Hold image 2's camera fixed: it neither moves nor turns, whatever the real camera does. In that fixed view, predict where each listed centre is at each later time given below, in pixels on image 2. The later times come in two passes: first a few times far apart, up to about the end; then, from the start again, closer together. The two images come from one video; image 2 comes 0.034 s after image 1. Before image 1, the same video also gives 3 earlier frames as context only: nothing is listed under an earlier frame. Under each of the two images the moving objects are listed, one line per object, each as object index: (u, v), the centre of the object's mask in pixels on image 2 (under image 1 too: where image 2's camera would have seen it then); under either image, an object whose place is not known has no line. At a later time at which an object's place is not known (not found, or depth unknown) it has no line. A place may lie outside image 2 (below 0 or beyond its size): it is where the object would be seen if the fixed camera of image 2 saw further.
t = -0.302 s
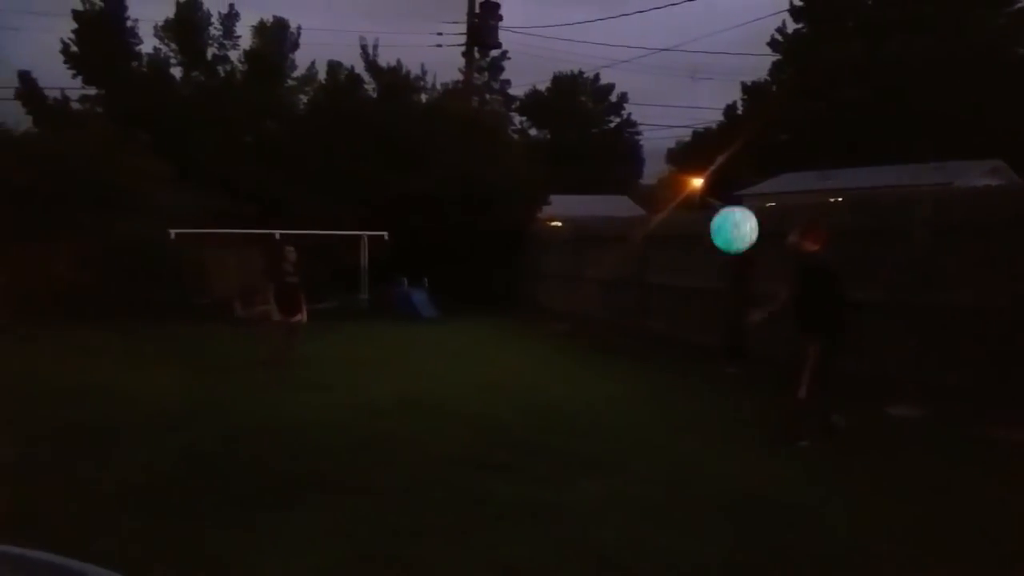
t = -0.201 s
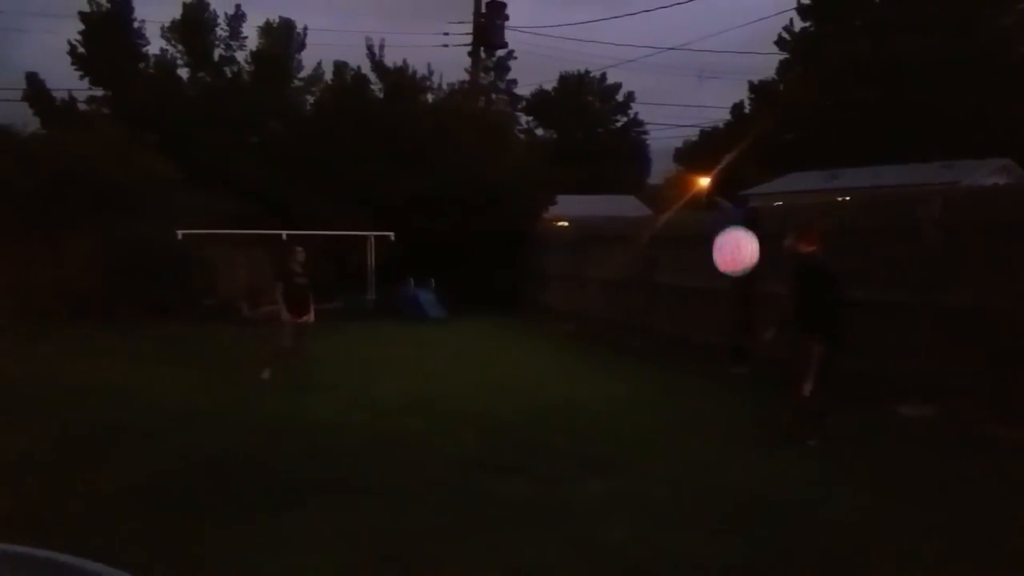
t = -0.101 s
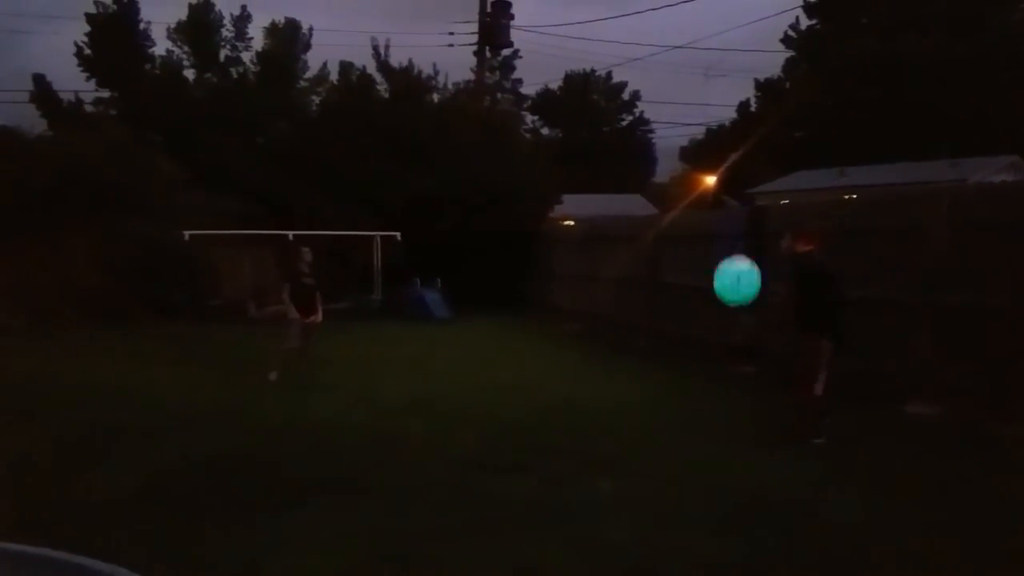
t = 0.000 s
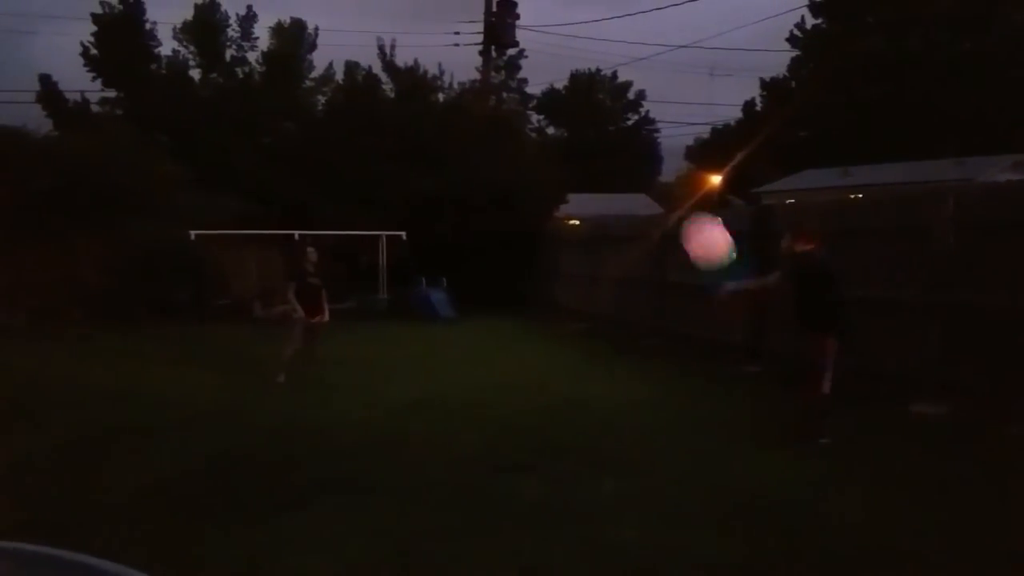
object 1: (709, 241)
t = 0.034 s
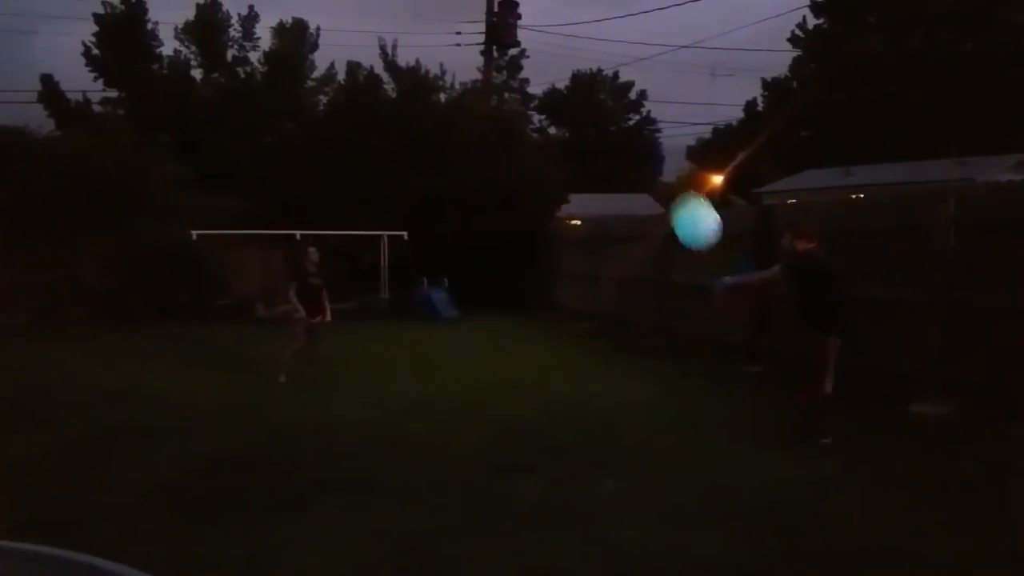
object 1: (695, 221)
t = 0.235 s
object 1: (620, 117)
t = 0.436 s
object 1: (564, 55)
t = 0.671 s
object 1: (509, 41)
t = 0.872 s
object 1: (463, 70)
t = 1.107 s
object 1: (423, 150)
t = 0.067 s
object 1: (683, 202)
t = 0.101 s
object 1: (670, 181)
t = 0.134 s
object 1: (657, 163)
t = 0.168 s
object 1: (643, 145)
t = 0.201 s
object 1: (633, 131)
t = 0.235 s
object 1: (620, 117)
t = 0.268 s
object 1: (612, 106)
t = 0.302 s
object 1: (600, 93)
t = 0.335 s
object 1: (592, 84)
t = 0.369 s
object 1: (582, 72)
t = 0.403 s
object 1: (574, 65)
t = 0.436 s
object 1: (564, 55)
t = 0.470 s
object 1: (557, 50)
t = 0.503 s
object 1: (547, 44)
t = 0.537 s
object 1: (539, 42)
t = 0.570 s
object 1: (531, 39)
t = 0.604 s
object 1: (525, 38)
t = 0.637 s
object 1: (514, 39)
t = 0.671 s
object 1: (509, 41)
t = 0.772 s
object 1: (485, 51)
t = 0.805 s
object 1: (478, 57)
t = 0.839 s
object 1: (470, 63)
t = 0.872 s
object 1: (463, 70)
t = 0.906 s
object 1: (455, 79)
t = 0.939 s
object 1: (450, 88)
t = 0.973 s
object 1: (444, 98)
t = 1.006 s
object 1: (440, 109)
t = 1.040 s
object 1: (433, 122)
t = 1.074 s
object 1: (428, 135)
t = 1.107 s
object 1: (423, 150)
